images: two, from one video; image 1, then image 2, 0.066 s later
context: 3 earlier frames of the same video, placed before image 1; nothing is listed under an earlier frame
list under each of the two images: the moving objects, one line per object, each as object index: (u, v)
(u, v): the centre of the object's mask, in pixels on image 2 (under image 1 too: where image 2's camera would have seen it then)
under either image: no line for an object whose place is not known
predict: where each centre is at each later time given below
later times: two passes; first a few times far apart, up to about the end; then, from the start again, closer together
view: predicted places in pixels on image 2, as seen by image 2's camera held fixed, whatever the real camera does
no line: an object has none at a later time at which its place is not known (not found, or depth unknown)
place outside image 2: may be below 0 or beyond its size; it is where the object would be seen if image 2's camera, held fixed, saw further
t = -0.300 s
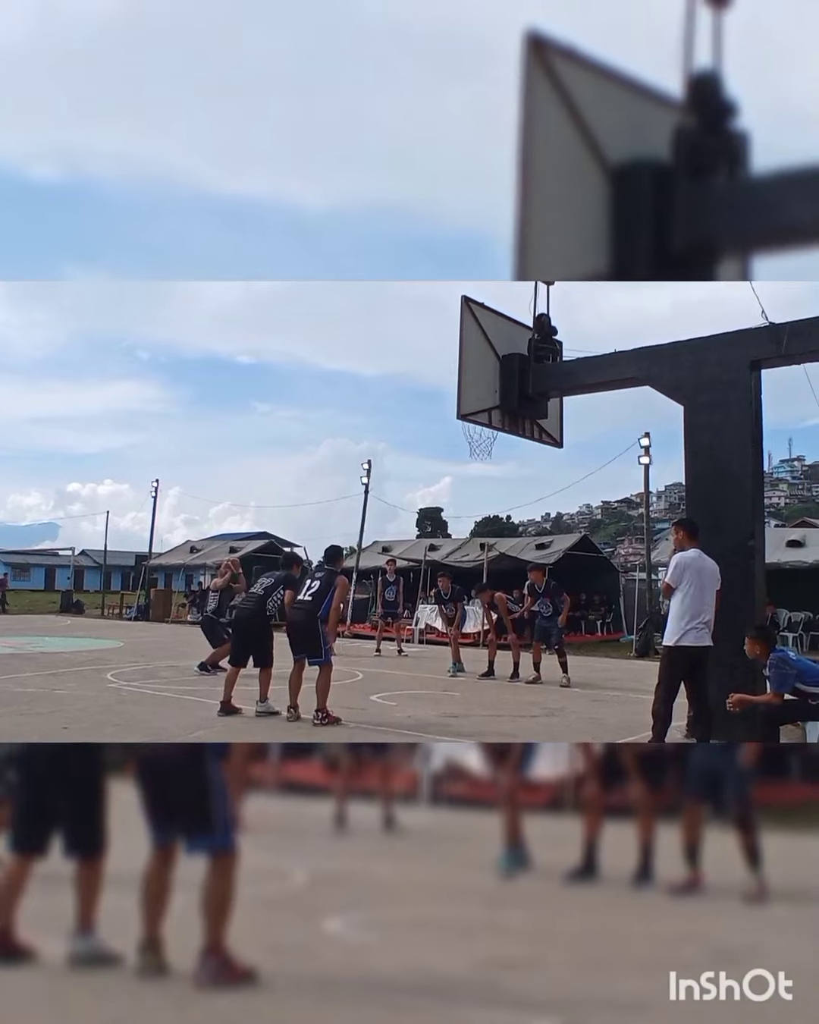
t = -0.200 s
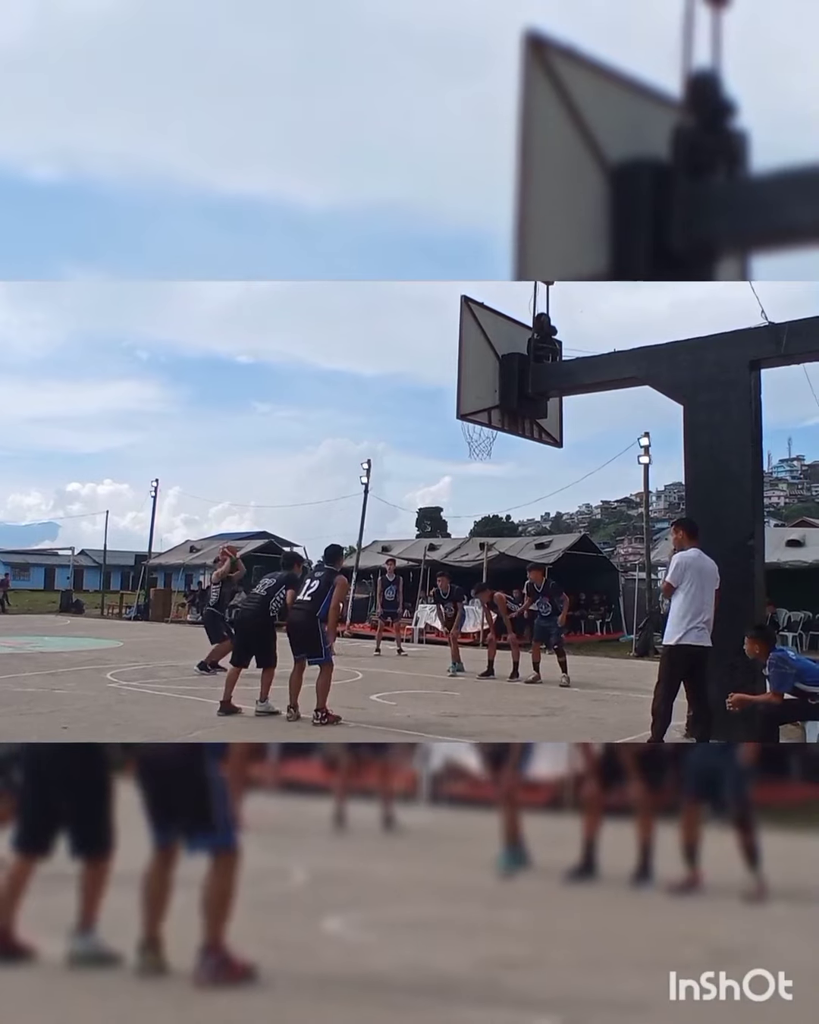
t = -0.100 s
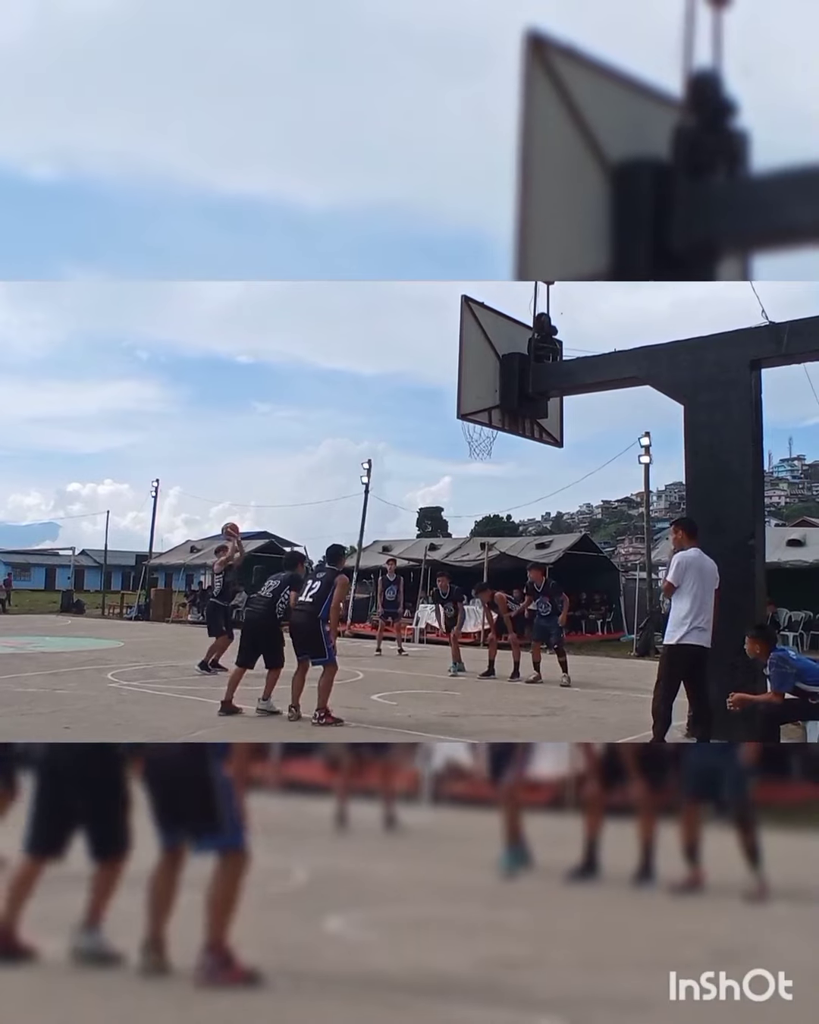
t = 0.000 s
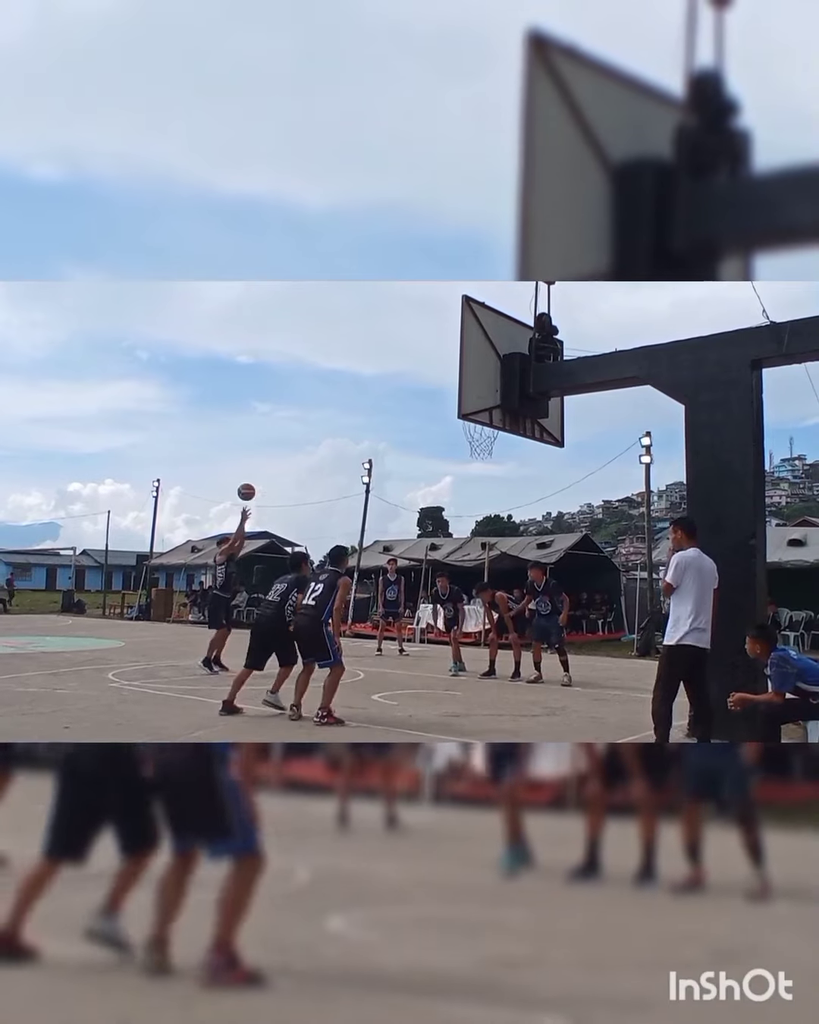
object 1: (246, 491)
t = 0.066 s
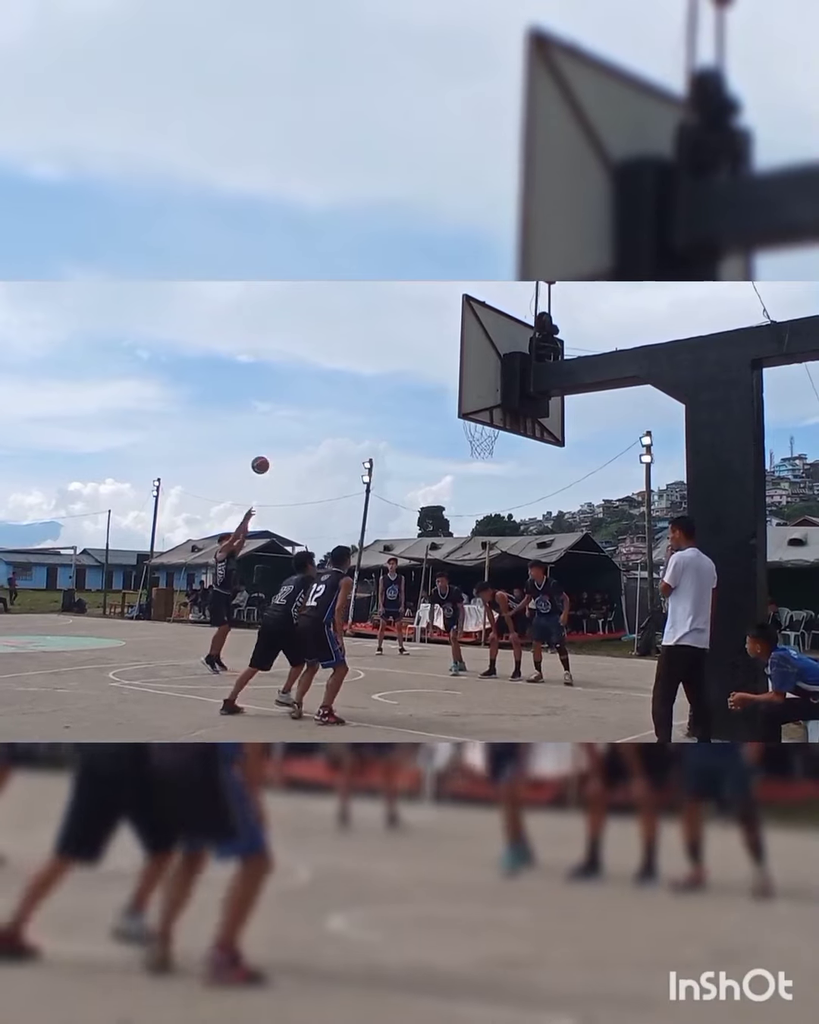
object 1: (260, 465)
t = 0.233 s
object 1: (294, 410)
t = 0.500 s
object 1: (353, 359)
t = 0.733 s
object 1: (408, 356)
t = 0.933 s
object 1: (454, 390)
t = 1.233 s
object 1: (512, 474)
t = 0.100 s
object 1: (267, 453)
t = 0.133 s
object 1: (274, 441)
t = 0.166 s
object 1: (281, 430)
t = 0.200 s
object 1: (287, 420)
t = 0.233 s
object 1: (294, 410)
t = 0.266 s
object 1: (302, 401)
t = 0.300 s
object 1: (309, 393)
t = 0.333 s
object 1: (316, 385)
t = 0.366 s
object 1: (323, 378)
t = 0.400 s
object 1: (330, 372)
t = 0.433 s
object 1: (338, 367)
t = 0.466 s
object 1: (345, 362)
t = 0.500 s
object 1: (353, 359)
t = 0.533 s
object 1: (360, 356)
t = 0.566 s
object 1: (368, 354)
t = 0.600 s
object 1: (376, 352)
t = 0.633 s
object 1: (383, 352)
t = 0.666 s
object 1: (392, 352)
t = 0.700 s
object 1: (400, 353)
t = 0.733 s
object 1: (408, 356)
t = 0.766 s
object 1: (416, 359)
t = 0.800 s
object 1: (424, 363)
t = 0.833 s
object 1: (433, 368)
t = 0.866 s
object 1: (442, 375)
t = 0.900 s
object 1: (450, 382)
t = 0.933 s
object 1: (454, 390)
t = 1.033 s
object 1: (487, 430)
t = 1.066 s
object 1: (496, 436)
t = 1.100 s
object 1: (503, 439)
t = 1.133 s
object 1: (507, 443)
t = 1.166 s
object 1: (509, 452)
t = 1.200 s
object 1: (510, 462)
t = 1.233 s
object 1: (512, 474)
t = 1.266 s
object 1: (513, 486)
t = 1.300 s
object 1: (515, 500)
